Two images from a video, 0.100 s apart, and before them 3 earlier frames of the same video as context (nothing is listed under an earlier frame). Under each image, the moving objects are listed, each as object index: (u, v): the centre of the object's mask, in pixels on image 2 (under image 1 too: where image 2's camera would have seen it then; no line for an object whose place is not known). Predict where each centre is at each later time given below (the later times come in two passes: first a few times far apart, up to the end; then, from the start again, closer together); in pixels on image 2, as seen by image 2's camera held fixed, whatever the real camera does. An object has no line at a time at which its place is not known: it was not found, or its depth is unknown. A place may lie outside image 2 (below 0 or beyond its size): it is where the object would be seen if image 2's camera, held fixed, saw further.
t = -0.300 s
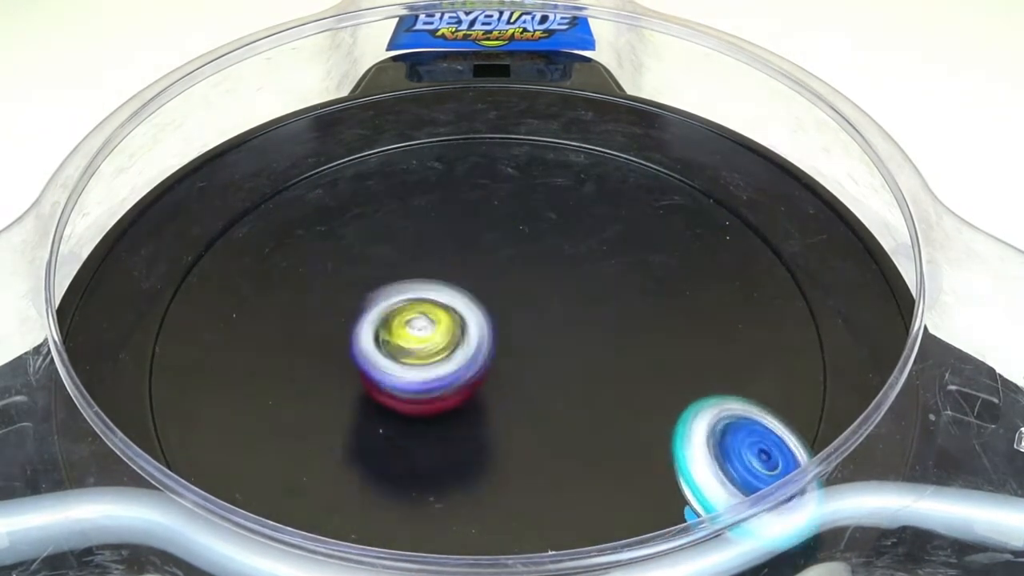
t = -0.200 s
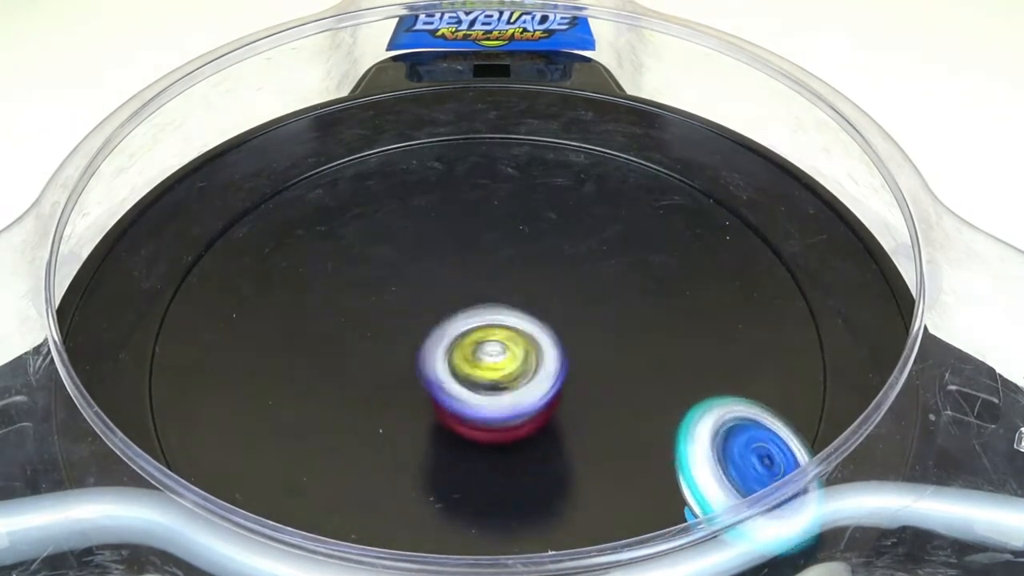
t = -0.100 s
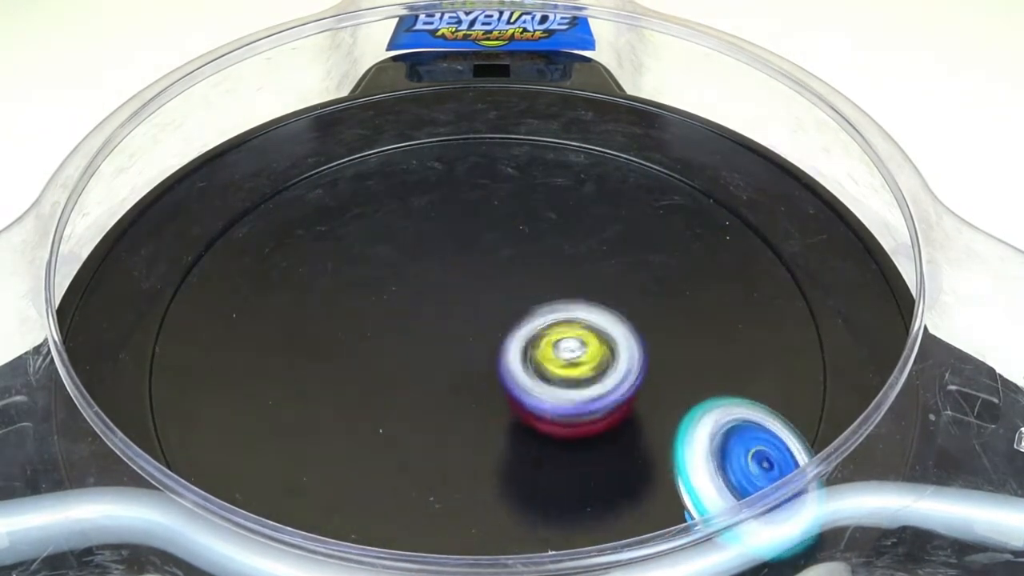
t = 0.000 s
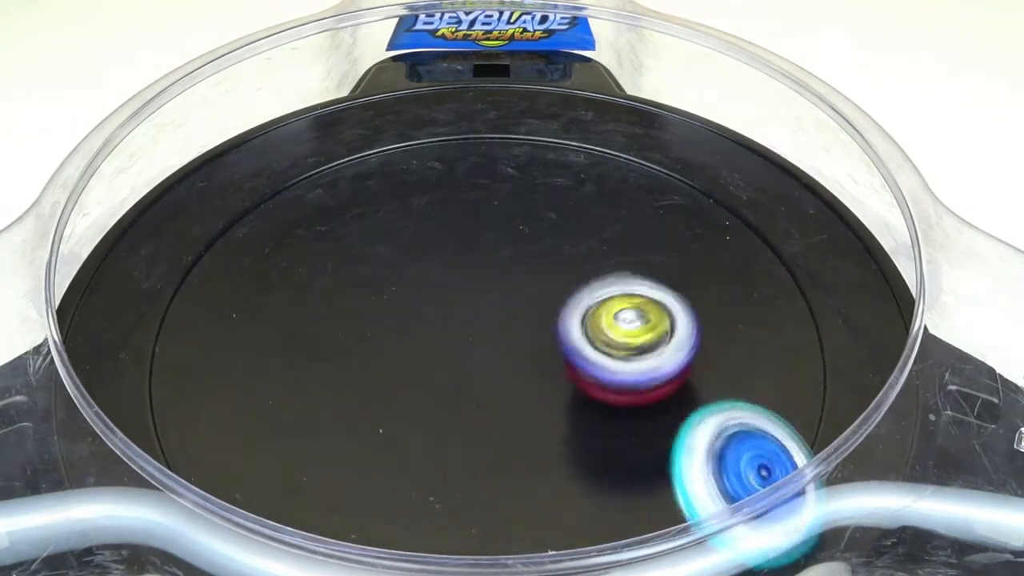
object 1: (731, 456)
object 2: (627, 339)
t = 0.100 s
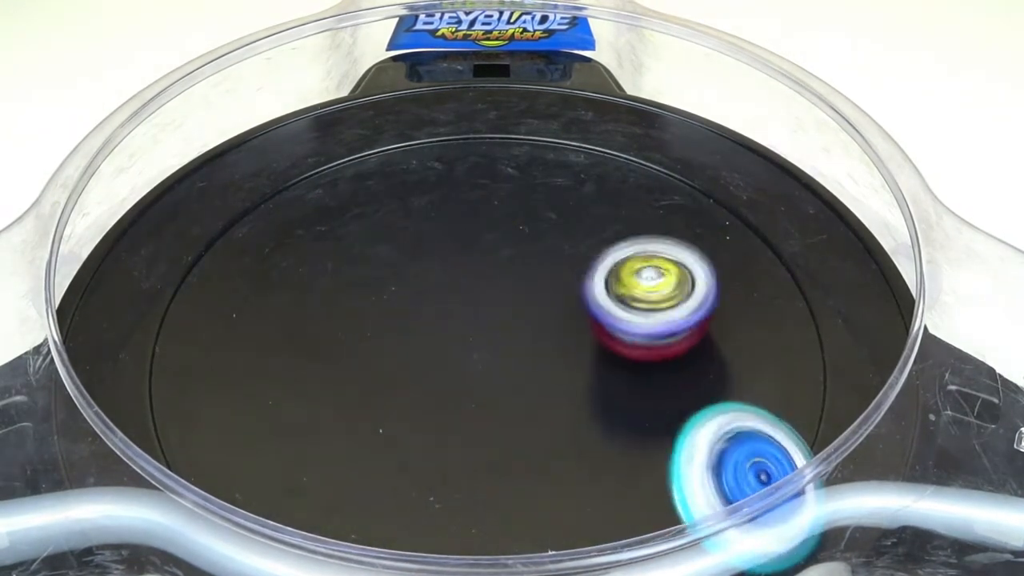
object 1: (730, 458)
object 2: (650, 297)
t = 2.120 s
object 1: (696, 449)
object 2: (588, 302)
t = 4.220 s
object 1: (632, 417)
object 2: (493, 249)
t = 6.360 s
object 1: (648, 403)
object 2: (441, 334)
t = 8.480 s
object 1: (663, 399)
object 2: (494, 278)
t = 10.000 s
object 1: (563, 346)
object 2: (443, 281)
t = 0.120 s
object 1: (729, 458)
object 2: (647, 289)
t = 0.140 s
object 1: (728, 458)
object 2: (644, 280)
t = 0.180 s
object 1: (728, 458)
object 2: (630, 266)
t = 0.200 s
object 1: (728, 458)
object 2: (620, 261)
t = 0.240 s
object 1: (728, 460)
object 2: (596, 254)
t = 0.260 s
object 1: (726, 460)
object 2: (582, 252)
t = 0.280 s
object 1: (726, 460)
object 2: (567, 250)
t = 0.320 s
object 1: (726, 459)
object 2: (538, 251)
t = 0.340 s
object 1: (727, 459)
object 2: (523, 255)
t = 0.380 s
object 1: (726, 460)
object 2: (495, 262)
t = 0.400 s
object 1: (725, 460)
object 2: (481, 267)
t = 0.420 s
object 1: (723, 461)
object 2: (468, 274)
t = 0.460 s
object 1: (724, 461)
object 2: (446, 288)
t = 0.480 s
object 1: (725, 460)
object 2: (435, 296)
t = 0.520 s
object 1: (724, 461)
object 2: (419, 314)
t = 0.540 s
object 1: (722, 461)
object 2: (414, 323)
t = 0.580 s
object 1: (719, 462)
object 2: (406, 343)
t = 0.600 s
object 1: (719, 462)
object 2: (403, 352)
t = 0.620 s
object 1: (720, 462)
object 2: (404, 361)
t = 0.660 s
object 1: (719, 463)
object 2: (407, 381)
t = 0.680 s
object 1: (717, 463)
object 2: (410, 390)
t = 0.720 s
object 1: (713, 464)
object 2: (423, 407)
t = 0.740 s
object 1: (713, 464)
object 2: (433, 414)
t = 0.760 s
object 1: (713, 464)
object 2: (442, 421)
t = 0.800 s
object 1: (712, 465)
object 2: (466, 432)
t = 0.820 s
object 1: (711, 465)
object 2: (478, 434)
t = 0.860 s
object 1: (705, 466)
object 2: (506, 437)
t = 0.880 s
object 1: (703, 466)
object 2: (524, 435)
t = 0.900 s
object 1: (704, 466)
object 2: (536, 432)
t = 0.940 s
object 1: (704, 466)
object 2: (562, 421)
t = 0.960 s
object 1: (703, 466)
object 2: (572, 412)
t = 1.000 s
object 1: (697, 467)
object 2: (585, 393)
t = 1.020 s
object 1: (696, 467)
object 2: (592, 382)
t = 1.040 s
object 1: (696, 466)
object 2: (594, 372)
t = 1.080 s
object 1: (698, 466)
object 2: (593, 350)
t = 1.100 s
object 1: (697, 466)
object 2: (589, 338)
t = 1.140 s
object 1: (691, 467)
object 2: (578, 319)
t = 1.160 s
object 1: (690, 467)
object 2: (571, 309)
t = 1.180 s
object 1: (691, 466)
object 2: (563, 301)
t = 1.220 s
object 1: (693, 465)
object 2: (543, 285)
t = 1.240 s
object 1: (691, 466)
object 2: (533, 279)
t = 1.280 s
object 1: (686, 467)
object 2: (509, 269)
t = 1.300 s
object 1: (686, 465)
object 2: (497, 264)
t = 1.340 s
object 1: (689, 464)
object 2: (472, 258)
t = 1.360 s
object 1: (688, 465)
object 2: (459, 255)
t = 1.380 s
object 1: (685, 466)
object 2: (447, 254)
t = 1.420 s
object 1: (683, 464)
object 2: (421, 254)
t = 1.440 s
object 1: (685, 463)
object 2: (411, 254)
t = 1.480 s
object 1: (685, 463)
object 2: (387, 260)
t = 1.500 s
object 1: (683, 464)
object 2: (377, 263)
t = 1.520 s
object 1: (682, 464)
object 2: (367, 268)
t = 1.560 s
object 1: (686, 461)
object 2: (349, 280)
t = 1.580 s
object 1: (686, 461)
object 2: (344, 286)
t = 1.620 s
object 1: (685, 462)
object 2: (335, 303)
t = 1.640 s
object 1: (684, 462)
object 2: (335, 312)
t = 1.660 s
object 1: (685, 461)
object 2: (333, 322)
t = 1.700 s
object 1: (690, 459)
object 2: (343, 340)
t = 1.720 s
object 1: (690, 460)
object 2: (349, 348)
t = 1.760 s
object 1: (687, 459)
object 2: (370, 364)
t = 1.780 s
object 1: (689, 457)
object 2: (385, 369)
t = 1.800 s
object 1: (691, 456)
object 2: (399, 375)
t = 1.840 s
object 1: (691, 458)
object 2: (432, 379)
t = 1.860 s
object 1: (689, 458)
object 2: (446, 381)
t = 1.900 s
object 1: (693, 454)
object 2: (482, 377)
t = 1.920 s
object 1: (695, 454)
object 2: (494, 374)
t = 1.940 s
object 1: (694, 455)
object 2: (512, 369)
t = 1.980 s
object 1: (692, 453)
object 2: (535, 358)
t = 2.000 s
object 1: (693, 452)
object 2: (549, 351)
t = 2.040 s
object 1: (695, 452)
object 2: (565, 336)
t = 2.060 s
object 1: (694, 452)
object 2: (575, 328)
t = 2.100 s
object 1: (694, 450)
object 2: (583, 310)
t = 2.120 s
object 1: (696, 449)
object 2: (588, 302)
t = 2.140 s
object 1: (696, 450)
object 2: (589, 294)
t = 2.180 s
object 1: (694, 450)
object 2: (588, 276)
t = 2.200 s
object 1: (696, 449)
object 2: (585, 268)
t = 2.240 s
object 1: (698, 447)
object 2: (577, 253)
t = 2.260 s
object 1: (697, 447)
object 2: (571, 246)
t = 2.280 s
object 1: (696, 447)
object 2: (563, 240)
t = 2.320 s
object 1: (697, 446)
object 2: (547, 230)
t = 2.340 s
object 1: (698, 444)
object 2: (535, 228)
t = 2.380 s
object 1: (698, 443)
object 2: (515, 225)
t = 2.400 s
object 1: (697, 443)
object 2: (502, 227)
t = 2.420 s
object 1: (698, 442)
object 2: (492, 229)
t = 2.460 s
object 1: (699, 440)
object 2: (468, 239)
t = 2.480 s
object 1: (699, 440)
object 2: (459, 244)
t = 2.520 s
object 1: (697, 439)
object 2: (441, 259)
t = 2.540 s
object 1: (698, 438)
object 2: (435, 268)
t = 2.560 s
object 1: (699, 437)
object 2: (430, 276)
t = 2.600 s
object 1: (696, 434)
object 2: (423, 297)
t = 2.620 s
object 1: (694, 433)
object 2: (422, 306)
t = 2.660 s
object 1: (693, 430)
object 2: (425, 328)
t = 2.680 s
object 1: (692, 427)
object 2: (428, 337)
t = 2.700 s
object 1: (692, 427)
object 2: (431, 347)
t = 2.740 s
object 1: (690, 425)
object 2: (447, 364)
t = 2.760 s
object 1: (690, 423)
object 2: (453, 373)
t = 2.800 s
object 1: (693, 423)
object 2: (475, 385)
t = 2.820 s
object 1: (693, 424)
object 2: (484, 391)
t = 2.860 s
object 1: (694, 425)
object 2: (511, 397)
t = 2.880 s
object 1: (694, 424)
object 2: (521, 400)
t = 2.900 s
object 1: (696, 425)
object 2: (535, 400)
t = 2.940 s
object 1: (697, 428)
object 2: (559, 400)
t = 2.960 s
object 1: (702, 428)
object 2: (566, 394)
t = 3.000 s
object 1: (700, 432)
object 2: (573, 381)
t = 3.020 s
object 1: (698, 434)
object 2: (576, 372)
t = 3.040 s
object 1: (697, 433)
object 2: (579, 363)
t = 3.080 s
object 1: (696, 434)
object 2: (582, 347)
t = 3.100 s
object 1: (698, 433)
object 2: (580, 340)
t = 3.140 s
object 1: (696, 436)
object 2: (571, 323)
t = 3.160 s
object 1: (695, 438)
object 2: (563, 316)
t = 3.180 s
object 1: (692, 439)
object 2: (555, 309)
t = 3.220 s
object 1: (689, 438)
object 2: (536, 298)
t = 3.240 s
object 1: (691, 436)
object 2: (525, 293)
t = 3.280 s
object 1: (692, 439)
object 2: (501, 287)
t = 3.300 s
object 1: (690, 442)
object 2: (490, 286)
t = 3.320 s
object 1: (686, 444)
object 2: (478, 285)
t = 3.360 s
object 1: (679, 442)
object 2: (454, 285)
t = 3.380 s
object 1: (680, 440)
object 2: (444, 286)
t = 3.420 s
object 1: (682, 442)
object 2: (422, 291)
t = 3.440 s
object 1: (682, 445)
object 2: (414, 294)
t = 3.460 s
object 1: (678, 447)
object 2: (406, 298)
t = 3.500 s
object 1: (668, 445)
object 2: (390, 309)
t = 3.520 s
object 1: (667, 443)
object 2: (384, 315)
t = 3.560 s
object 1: (668, 442)
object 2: (378, 328)
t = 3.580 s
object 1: (670, 444)
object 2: (374, 337)
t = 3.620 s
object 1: (662, 448)
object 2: (379, 350)
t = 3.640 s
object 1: (656, 447)
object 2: (384, 359)
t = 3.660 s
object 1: (653, 443)
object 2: (389, 365)
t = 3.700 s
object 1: (649, 439)
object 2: (410, 374)
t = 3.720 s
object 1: (650, 438)
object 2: (420, 377)
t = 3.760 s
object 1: (649, 441)
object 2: (443, 379)
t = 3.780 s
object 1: (648, 441)
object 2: (458, 377)
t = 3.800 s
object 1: (644, 440)
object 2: (471, 377)
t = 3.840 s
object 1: (638, 436)
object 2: (491, 369)
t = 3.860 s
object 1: (638, 432)
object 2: (503, 362)
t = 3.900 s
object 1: (639, 432)
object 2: (521, 350)
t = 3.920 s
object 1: (639, 431)
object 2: (527, 343)
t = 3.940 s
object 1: (638, 432)
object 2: (531, 335)
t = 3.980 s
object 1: (635, 431)
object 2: (542, 320)
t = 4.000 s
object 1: (631, 429)
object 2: (542, 313)
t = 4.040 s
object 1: (631, 425)
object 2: (541, 297)
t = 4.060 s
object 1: (632, 423)
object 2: (541, 290)
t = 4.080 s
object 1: (634, 424)
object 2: (538, 283)
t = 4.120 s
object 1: (633, 423)
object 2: (529, 271)
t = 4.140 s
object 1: (632, 425)
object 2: (521, 265)
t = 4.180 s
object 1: (629, 420)
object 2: (509, 255)
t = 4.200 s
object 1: (629, 420)
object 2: (500, 252)
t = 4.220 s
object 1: (632, 417)
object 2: (493, 249)
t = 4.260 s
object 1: (635, 418)
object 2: (474, 247)
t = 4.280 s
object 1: (634, 418)
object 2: (465, 248)
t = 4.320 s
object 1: (630, 417)
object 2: (447, 253)
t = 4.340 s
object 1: (630, 413)
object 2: (437, 258)
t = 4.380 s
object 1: (635, 412)
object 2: (426, 268)
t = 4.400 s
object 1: (638, 412)
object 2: (421, 276)
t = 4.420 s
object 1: (637, 412)
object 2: (419, 282)
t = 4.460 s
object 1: (634, 412)
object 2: (417, 298)
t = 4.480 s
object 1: (633, 409)
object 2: (421, 306)
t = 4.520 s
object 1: (640, 407)
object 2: (429, 323)
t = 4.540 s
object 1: (641, 408)
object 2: (433, 331)
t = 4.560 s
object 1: (642, 410)
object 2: (441, 336)
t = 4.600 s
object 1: (638, 407)
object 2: (462, 348)
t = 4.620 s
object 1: (641, 406)
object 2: (472, 352)
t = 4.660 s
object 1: (644, 406)
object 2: (492, 358)
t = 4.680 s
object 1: (645, 406)
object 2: (504, 358)
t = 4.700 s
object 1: (643, 406)
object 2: (515, 359)
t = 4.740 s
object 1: (653, 407)
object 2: (529, 351)
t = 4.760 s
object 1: (662, 413)
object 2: (536, 345)
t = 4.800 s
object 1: (650, 412)
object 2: (542, 333)
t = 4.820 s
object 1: (645, 406)
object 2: (548, 327)
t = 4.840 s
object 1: (653, 400)
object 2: (555, 323)
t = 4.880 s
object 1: (662, 399)
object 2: (569, 315)
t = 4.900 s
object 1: (658, 398)
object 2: (574, 310)
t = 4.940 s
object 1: (658, 393)
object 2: (580, 301)
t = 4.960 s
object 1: (662, 391)
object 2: (580, 296)
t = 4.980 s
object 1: (662, 392)
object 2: (580, 292)
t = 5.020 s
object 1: (657, 393)
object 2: (575, 284)
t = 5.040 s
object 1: (655, 391)
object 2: (570, 281)
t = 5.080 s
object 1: (659, 387)
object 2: (556, 276)
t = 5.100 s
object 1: (660, 388)
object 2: (548, 276)
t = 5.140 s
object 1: (654, 388)
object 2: (531, 278)
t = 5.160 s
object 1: (655, 386)
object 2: (524, 280)
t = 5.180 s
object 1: (656, 385)
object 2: (516, 283)
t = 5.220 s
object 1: (662, 385)
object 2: (503, 291)
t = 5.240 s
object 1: (659, 386)
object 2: (495, 296)
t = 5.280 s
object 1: (657, 384)
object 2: (485, 307)
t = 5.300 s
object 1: (660, 383)
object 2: (482, 313)
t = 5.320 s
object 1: (662, 382)
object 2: (477, 320)
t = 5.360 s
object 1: (661, 383)
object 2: (475, 332)
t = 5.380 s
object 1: (659, 383)
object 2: (476, 338)
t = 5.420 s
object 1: (662, 382)
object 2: (478, 351)
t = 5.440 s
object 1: (663, 381)
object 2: (481, 356)
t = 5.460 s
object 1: (665, 381)
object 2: (483, 363)
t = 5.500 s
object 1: (666, 383)
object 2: (491, 373)
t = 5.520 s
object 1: (666, 383)
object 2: (498, 376)
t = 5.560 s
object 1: (668, 383)
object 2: (511, 380)
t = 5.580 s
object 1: (669, 382)
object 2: (519, 381)
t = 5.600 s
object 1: (672, 383)
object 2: (527, 381)
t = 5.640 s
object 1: (683, 386)
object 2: (530, 377)
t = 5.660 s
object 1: (689, 386)
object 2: (524, 371)
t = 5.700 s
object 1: (685, 393)
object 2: (511, 361)
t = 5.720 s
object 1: (680, 391)
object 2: (505, 356)
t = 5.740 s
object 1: (680, 391)
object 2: (498, 350)
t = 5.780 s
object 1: (682, 390)
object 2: (484, 341)
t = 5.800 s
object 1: (687, 391)
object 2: (476, 337)
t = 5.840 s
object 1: (687, 396)
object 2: (460, 329)
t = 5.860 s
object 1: (684, 397)
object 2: (452, 324)
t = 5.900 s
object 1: (678, 396)
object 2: (436, 318)
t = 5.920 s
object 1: (677, 396)
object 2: (428, 316)
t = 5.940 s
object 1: (678, 394)
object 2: (420, 314)
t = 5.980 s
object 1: (683, 398)
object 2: (406, 312)
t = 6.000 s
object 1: (682, 403)
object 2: (399, 312)
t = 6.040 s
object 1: (674, 406)
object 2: (388, 313)
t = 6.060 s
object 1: (670, 406)
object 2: (384, 314)
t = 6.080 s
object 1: (665, 403)
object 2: (381, 316)
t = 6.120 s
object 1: (664, 399)
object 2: (378, 319)
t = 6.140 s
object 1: (666, 402)
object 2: (379, 322)
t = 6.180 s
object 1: (665, 407)
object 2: (383, 326)
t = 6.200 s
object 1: (663, 409)
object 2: (386, 328)
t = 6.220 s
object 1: (657, 410)
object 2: (391, 331)
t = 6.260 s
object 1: (647, 405)
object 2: (402, 334)
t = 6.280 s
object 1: (646, 403)
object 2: (409, 335)
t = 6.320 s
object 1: (647, 400)
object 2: (424, 336)
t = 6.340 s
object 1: (648, 399)
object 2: (433, 336)
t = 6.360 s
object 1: (648, 403)
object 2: (441, 334)
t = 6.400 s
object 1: (640, 405)
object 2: (460, 330)
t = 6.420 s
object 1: (636, 404)
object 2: (469, 327)
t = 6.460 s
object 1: (629, 398)
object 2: (486, 320)
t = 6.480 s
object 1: (627, 394)
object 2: (492, 314)
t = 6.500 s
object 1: (630, 391)
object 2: (500, 310)
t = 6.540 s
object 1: (633, 391)
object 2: (512, 300)
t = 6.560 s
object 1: (631, 391)
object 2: (516, 294)
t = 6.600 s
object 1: (627, 391)
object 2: (522, 283)
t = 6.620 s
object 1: (624, 392)
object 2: (525, 278)
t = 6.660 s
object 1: (622, 386)
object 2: (526, 268)
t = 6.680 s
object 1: (624, 383)
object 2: (525, 263)
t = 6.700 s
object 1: (625, 382)
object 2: (524, 259)
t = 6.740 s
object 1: (628, 382)
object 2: (519, 253)
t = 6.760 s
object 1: (629, 382)
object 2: (515, 250)
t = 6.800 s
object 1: (625, 380)
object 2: (506, 248)
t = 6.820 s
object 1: (623, 378)
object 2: (501, 248)
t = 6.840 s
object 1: (624, 375)
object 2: (496, 249)
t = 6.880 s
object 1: (631, 373)
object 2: (486, 252)
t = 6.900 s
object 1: (634, 372)
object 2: (482, 256)
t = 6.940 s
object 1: (633, 375)
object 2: (474, 264)
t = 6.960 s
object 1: (632, 374)
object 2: (470, 268)
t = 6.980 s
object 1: (631, 372)
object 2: (468, 273)
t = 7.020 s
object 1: (637, 370)
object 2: (465, 284)
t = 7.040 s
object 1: (639, 372)
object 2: (464, 291)
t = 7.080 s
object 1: (635, 372)
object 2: (466, 303)
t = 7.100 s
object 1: (634, 370)
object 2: (468, 309)
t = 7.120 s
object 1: (636, 370)
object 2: (471, 316)
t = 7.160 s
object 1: (640, 370)
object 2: (479, 328)
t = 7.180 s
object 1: (640, 370)
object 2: (484, 332)
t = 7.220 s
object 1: (638, 369)
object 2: (495, 342)
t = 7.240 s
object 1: (647, 369)
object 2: (495, 344)
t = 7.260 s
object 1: (656, 371)
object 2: (494, 345)
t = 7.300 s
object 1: (657, 375)
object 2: (494, 347)
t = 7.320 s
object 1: (649, 376)
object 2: (496, 349)
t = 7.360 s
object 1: (647, 368)
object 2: (498, 351)
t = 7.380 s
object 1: (654, 365)
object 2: (499, 352)
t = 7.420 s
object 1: (659, 369)
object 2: (503, 353)
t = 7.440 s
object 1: (655, 372)
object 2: (506, 352)
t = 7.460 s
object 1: (652, 371)
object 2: (505, 350)
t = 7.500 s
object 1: (667, 377)
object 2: (491, 337)
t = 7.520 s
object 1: (668, 379)
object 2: (485, 332)
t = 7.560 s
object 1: (656, 379)
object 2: (475, 324)
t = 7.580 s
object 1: (652, 375)
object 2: (471, 322)
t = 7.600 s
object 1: (655, 372)
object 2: (467, 319)
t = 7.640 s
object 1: (661, 372)
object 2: (460, 315)
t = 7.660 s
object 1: (658, 375)
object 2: (457, 312)
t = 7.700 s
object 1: (649, 372)
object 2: (447, 309)
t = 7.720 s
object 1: (650, 368)
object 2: (442, 309)
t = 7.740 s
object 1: (651, 367)
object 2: (438, 309)
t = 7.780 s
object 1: (650, 370)
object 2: (433, 310)
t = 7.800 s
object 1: (647, 369)
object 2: (432, 311)
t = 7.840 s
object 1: (646, 366)
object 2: (427, 313)
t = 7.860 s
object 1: (649, 364)
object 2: (426, 315)
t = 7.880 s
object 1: (651, 364)
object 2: (426, 318)
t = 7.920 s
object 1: (656, 366)
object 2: (431, 322)
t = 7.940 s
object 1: (656, 367)
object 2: (435, 323)
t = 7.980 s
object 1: (656, 367)
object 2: (442, 325)
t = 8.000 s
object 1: (657, 366)
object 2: (446, 326)
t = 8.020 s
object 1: (658, 365)
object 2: (451, 327)
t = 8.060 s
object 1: (663, 365)
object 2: (466, 326)
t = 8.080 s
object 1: (666, 368)
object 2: (472, 323)
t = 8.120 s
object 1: (668, 371)
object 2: (480, 320)
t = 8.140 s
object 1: (669, 371)
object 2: (486, 318)
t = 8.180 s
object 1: (670, 372)
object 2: (497, 312)
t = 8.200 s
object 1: (672, 372)
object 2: (502, 309)
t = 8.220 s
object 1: (675, 375)
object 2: (504, 305)
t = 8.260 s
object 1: (678, 380)
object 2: (508, 300)
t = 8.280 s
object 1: (679, 382)
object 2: (511, 297)
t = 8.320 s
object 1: (678, 385)
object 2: (513, 290)
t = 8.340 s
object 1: (676, 386)
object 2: (512, 287)
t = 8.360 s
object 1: (675, 389)
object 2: (510, 285)
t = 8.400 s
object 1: (673, 394)
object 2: (507, 281)
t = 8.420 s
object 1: (671, 395)
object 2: (506, 279)
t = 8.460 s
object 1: (666, 399)
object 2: (497, 277)
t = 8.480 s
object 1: (663, 399)
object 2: (494, 278)
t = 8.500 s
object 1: (659, 402)
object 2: (491, 279)
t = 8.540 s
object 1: (650, 403)
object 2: (486, 282)
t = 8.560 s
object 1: (645, 402)
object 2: (482, 283)
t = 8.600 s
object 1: (638, 401)
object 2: (476, 289)
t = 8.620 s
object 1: (635, 399)
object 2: (477, 292)
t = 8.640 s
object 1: (632, 399)
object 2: (475, 296)
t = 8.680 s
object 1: (626, 396)
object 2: (472, 304)
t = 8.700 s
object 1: (621, 396)
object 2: (472, 309)
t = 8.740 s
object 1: (617, 391)
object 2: (477, 317)
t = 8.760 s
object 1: (614, 387)
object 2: (478, 320)
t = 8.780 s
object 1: (612, 385)
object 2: (480, 325)
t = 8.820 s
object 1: (611, 382)
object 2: (486, 332)
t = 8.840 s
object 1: (623, 388)
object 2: (481, 330)
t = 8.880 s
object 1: (631, 392)
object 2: (468, 324)
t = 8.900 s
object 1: (627, 391)
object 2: (463, 322)
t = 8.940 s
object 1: (618, 388)
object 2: (457, 318)
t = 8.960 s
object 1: (618, 381)
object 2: (451, 317)
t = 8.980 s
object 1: (621, 375)
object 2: (448, 317)
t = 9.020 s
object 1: (629, 367)
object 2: (443, 316)
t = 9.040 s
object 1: (633, 364)
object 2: (440, 316)
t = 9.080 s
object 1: (640, 362)
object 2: (435, 318)
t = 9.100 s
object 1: (640, 362)
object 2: (435, 319)
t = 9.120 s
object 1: (640, 360)
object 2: (433, 318)
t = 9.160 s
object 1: (642, 357)
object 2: (431, 321)
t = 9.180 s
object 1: (645, 357)
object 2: (433, 320)
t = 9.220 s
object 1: (648, 359)
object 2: (432, 321)
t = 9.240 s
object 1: (650, 360)
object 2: (435, 323)
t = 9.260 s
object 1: (652, 360)
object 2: (439, 324)
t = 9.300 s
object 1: (654, 359)
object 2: (444, 324)
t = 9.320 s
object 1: (657, 360)
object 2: (447, 325)
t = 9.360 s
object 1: (655, 361)
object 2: (458, 324)
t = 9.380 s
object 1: (653, 363)
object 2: (459, 322)
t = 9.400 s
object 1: (653, 363)
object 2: (464, 323)
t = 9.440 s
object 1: (657, 359)
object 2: (473, 319)
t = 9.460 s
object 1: (655, 357)
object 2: (475, 318)
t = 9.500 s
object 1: (646, 359)
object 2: (484, 313)
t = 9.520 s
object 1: (636, 356)
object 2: (487, 311)
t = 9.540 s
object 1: (627, 361)
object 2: (487, 308)
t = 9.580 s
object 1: (622, 353)
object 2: (494, 305)
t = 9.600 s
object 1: (619, 345)
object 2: (495, 301)
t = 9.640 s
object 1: (607, 338)
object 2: (494, 297)
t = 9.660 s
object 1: (614, 339)
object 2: (487, 284)
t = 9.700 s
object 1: (617, 351)
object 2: (468, 272)
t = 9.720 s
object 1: (613, 356)
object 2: (461, 266)
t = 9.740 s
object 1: (609, 361)
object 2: (454, 261)
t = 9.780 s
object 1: (593, 367)
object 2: (448, 256)
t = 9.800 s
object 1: (584, 367)
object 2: (444, 255)
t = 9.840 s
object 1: (568, 362)
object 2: (441, 256)
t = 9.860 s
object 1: (563, 358)
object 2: (438, 258)
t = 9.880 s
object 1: (558, 353)
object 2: (437, 261)
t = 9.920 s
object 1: (559, 345)
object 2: (435, 266)
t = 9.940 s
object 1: (559, 344)
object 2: (437, 270)
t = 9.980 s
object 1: (563, 343)
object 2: (440, 277)
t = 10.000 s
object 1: (563, 346)
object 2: (443, 281)
